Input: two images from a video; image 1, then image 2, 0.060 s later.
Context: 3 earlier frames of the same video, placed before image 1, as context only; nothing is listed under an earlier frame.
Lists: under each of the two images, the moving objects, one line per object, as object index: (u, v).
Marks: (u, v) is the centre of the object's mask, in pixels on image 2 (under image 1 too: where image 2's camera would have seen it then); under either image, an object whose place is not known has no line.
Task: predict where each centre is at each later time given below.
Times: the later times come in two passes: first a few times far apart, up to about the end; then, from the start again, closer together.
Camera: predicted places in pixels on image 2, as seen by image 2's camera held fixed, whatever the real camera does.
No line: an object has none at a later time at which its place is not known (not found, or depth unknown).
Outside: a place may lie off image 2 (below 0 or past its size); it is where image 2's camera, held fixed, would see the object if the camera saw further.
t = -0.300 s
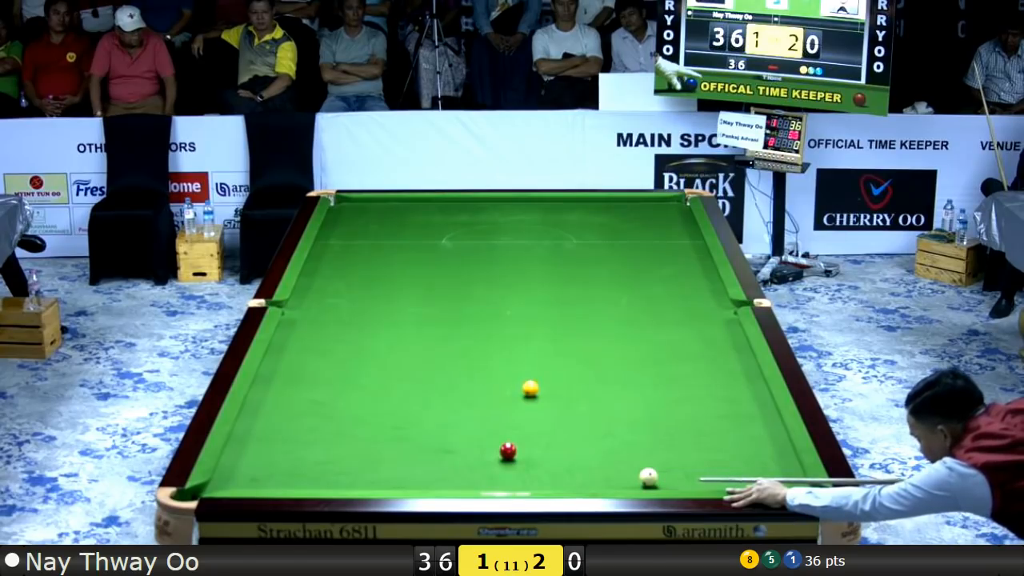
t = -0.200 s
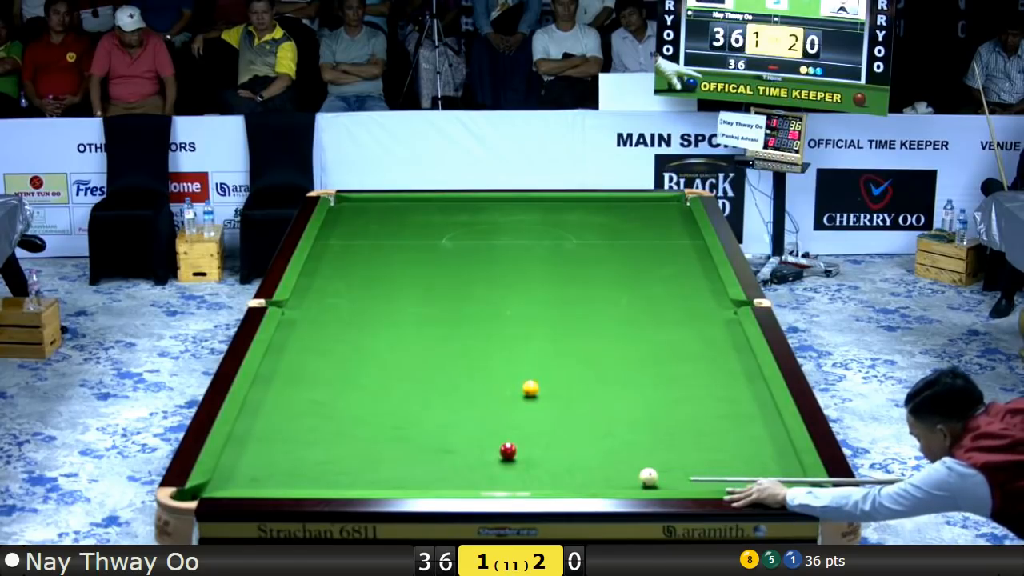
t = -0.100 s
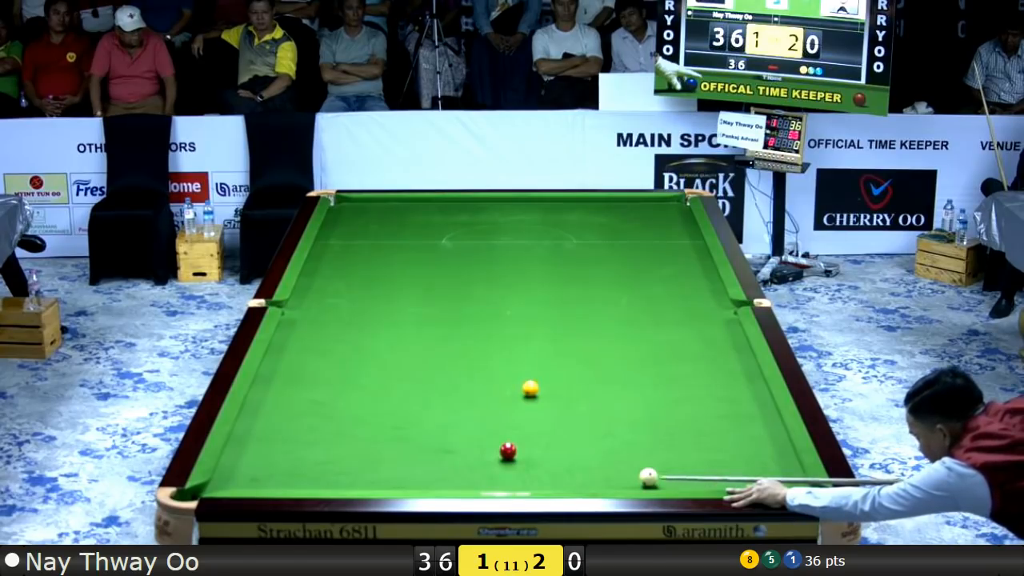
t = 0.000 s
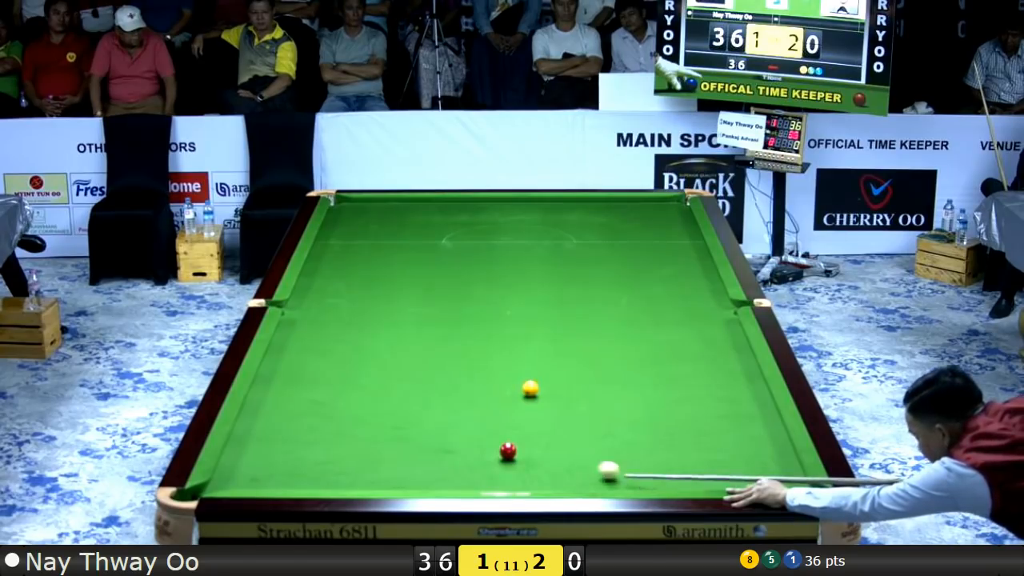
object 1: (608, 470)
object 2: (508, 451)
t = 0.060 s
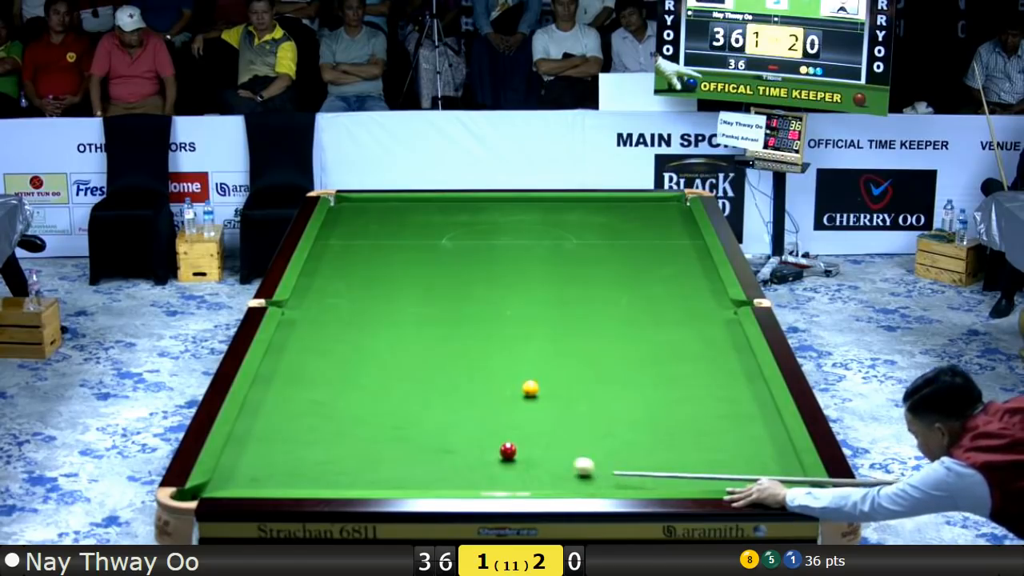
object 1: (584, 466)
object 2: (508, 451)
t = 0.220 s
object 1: (523, 457)
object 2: (507, 451)
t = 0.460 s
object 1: (465, 463)
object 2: (482, 435)
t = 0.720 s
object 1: (403, 469)
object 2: (458, 419)
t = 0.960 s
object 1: (347, 474)
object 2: (437, 406)
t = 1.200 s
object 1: (293, 479)
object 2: (418, 393)
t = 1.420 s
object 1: (244, 481)
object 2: (402, 383)
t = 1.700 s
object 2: (383, 371)
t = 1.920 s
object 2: (369, 362)
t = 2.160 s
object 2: (355, 354)
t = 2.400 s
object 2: (342, 345)
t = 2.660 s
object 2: (329, 337)
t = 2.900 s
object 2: (318, 330)
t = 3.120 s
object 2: (309, 325)
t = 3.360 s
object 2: (300, 319)
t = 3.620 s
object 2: (291, 314)
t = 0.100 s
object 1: (568, 464)
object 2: (508, 451)
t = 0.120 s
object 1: (561, 463)
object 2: (508, 451)
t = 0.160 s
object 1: (546, 461)
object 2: (508, 451)
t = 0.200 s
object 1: (531, 458)
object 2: (508, 451)
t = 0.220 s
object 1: (523, 457)
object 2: (507, 451)
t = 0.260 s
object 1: (513, 458)
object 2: (503, 448)
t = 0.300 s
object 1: (503, 459)
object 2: (498, 444)
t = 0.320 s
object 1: (499, 460)
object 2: (496, 443)
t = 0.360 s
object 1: (489, 461)
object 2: (492, 441)
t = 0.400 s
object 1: (479, 462)
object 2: (488, 438)
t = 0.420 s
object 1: (475, 462)
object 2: (486, 437)
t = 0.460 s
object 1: (465, 463)
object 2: (482, 435)
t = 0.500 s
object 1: (456, 464)
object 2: (478, 432)
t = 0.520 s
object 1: (451, 464)
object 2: (476, 431)
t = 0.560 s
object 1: (441, 465)
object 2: (472, 428)
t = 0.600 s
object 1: (432, 466)
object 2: (469, 426)
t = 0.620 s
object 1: (427, 466)
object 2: (467, 425)
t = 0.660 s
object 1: (418, 468)
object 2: (463, 423)
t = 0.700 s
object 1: (408, 469)
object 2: (459, 420)
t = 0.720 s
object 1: (403, 469)
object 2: (458, 419)
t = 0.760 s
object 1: (394, 470)
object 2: (454, 417)
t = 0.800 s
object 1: (385, 471)
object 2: (451, 415)
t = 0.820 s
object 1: (380, 471)
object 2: (449, 413)
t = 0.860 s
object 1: (371, 472)
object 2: (446, 411)
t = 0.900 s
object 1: (361, 473)
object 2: (442, 409)
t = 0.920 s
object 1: (357, 474)
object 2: (440, 408)
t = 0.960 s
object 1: (347, 474)
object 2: (437, 406)
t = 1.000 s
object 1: (338, 476)
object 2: (434, 404)
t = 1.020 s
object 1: (334, 476)
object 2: (432, 403)
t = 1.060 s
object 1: (325, 476)
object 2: (429, 401)
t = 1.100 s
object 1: (315, 477)
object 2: (426, 399)
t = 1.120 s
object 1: (311, 478)
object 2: (425, 397)
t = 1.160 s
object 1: (302, 478)
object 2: (421, 396)
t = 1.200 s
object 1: (293, 479)
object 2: (418, 393)
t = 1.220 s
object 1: (288, 479)
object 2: (417, 393)
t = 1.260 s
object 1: (279, 479)
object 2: (414, 390)
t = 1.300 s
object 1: (271, 480)
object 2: (411, 389)
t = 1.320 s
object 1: (267, 480)
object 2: (410, 388)
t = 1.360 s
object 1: (258, 481)
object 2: (407, 386)
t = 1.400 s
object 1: (249, 481)
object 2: (404, 384)
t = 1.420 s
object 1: (244, 481)
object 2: (402, 383)
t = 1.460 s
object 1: (236, 482)
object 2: (399, 382)
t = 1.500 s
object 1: (227, 483)
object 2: (397, 380)
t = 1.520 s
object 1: (222, 484)
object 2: (395, 379)
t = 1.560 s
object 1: (214, 485)
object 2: (393, 377)
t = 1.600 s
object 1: (207, 487)
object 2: (390, 375)
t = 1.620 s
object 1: (206, 489)
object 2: (389, 375)
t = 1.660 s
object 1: (204, 494)
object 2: (386, 373)
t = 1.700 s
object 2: (383, 371)
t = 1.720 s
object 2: (382, 370)
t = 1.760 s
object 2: (379, 369)
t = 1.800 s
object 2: (377, 367)
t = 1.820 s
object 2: (376, 366)
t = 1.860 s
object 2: (373, 365)
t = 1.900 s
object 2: (371, 363)
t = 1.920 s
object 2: (369, 362)
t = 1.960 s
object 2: (367, 361)
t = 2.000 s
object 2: (365, 359)
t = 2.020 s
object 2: (363, 359)
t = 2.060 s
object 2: (361, 357)
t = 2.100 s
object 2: (359, 356)
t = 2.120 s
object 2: (358, 355)
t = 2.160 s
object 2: (355, 354)
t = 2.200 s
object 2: (353, 352)
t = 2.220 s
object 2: (352, 352)
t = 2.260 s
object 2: (350, 350)
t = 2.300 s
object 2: (348, 349)
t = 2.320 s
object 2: (347, 348)
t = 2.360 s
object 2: (345, 347)
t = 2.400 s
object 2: (342, 345)
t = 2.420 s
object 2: (341, 345)
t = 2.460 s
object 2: (339, 344)
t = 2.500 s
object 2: (337, 342)
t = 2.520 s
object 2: (336, 342)
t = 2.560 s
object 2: (334, 341)
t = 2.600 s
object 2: (332, 339)
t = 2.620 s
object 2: (331, 339)
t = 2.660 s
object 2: (329, 337)
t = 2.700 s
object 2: (327, 336)
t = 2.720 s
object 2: (326, 336)
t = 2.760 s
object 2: (325, 334)
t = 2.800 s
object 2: (323, 333)
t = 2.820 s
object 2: (322, 333)
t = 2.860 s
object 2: (320, 332)
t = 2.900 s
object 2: (318, 330)
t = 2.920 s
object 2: (317, 330)
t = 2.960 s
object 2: (316, 329)
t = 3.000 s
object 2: (314, 328)
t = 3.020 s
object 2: (313, 327)
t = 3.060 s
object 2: (311, 326)
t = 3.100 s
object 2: (310, 325)
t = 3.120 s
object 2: (309, 325)
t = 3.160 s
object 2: (307, 324)
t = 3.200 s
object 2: (306, 323)
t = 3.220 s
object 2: (305, 322)
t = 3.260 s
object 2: (303, 322)
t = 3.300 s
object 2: (302, 321)
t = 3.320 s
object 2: (301, 320)
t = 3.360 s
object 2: (300, 319)
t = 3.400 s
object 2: (298, 318)
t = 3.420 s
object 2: (297, 318)
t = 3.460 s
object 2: (296, 317)
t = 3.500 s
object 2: (294, 316)
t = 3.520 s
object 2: (294, 316)
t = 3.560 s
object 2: (292, 315)
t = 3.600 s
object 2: (291, 314)
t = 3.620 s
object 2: (291, 314)
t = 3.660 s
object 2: (289, 313)
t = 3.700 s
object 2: (288, 312)
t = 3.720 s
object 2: (287, 312)
